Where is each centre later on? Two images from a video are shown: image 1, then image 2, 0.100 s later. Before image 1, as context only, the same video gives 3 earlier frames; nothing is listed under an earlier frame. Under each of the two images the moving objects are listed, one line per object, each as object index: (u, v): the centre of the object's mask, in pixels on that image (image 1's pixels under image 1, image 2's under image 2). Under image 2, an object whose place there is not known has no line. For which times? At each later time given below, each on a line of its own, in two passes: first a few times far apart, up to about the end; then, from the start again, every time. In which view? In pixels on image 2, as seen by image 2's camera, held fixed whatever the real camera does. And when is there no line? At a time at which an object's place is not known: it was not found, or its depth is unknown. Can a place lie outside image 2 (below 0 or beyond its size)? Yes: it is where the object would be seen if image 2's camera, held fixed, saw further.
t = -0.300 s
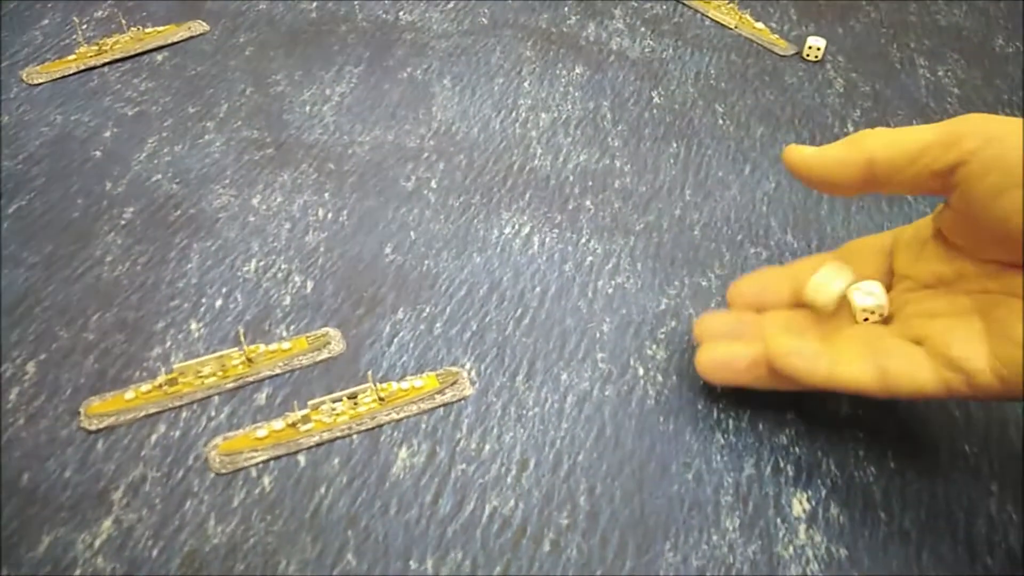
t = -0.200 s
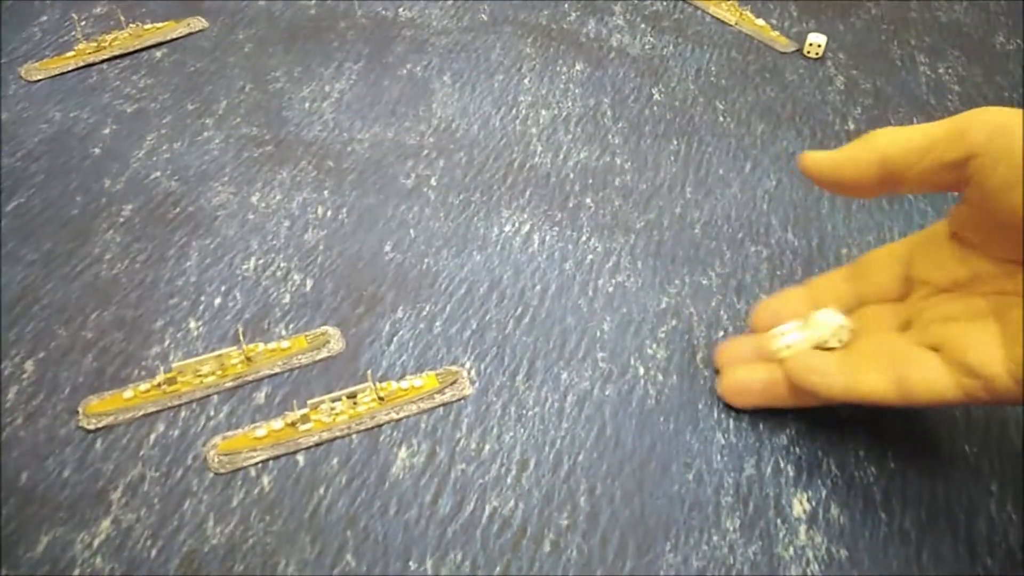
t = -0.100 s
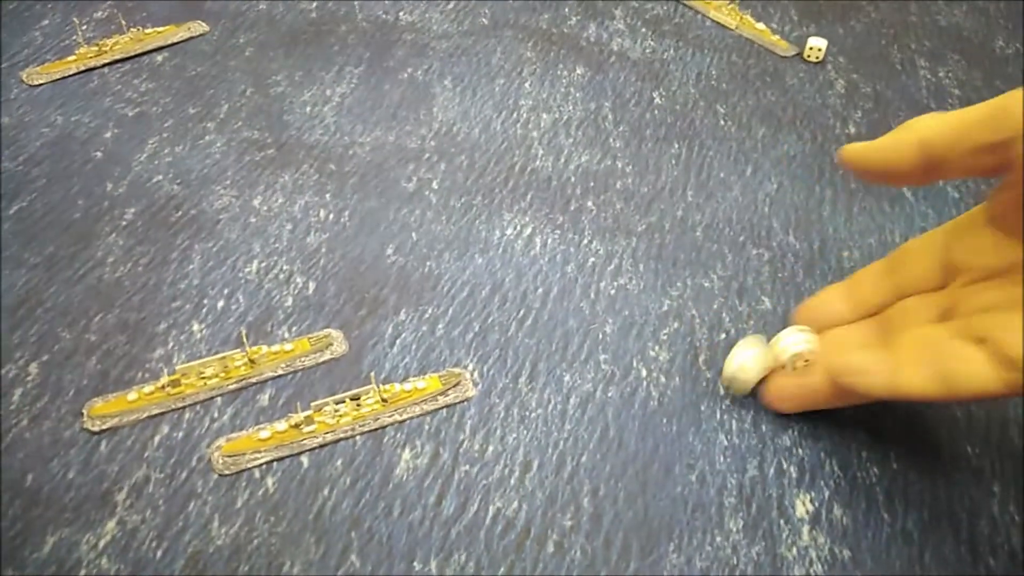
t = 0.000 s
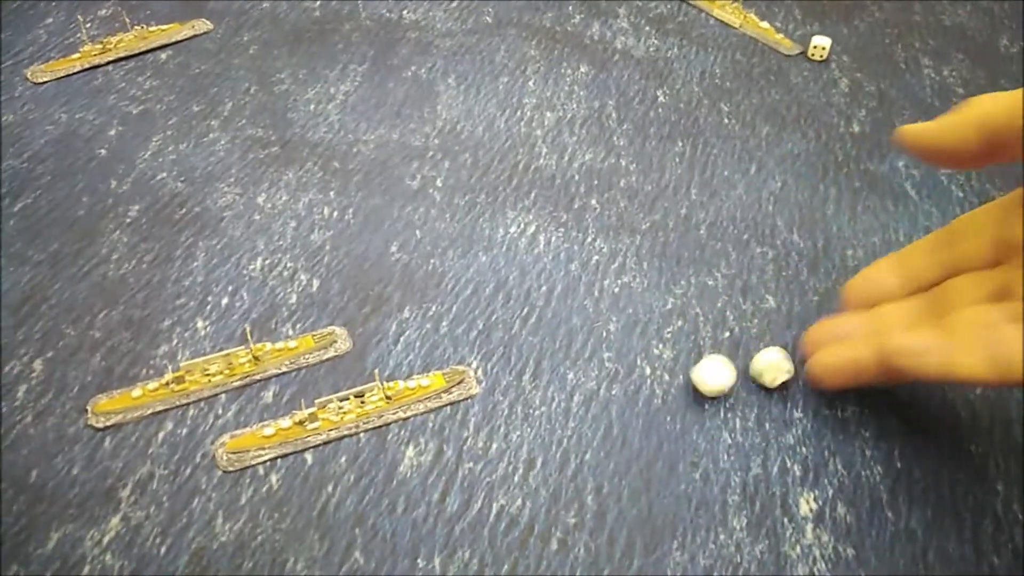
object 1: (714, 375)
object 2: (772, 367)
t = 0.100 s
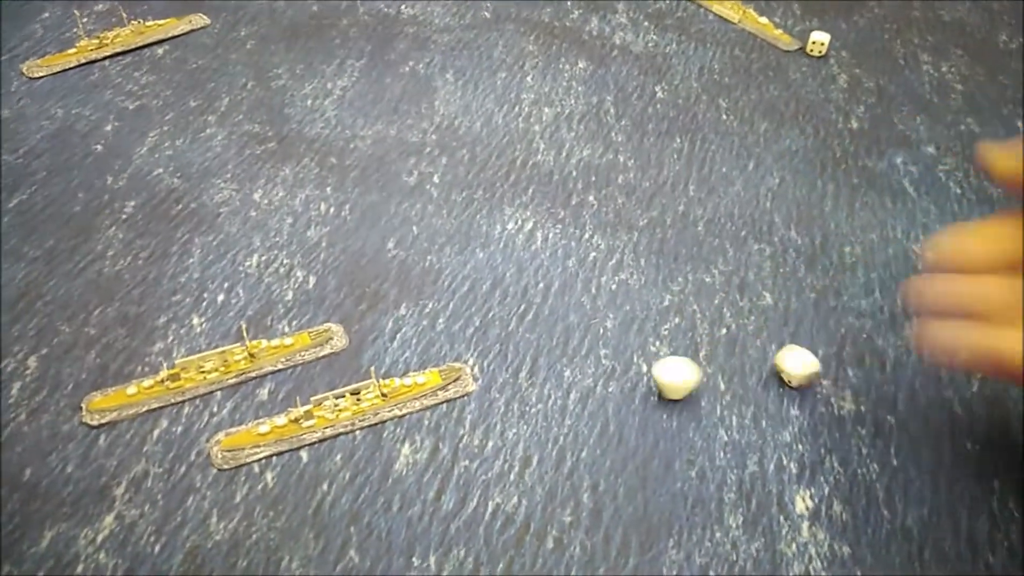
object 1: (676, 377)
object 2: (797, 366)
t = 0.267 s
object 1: (620, 373)
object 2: (816, 368)
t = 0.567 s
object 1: (551, 397)
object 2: (814, 368)
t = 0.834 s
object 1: (556, 403)
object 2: (815, 369)
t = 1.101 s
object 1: (557, 401)
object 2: (814, 368)
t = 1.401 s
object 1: (555, 402)
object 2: (812, 368)
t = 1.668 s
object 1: (556, 403)
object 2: (813, 368)
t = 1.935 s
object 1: (557, 403)
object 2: (815, 369)
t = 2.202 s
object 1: (558, 402)
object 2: (815, 368)
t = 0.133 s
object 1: (665, 376)
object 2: (808, 367)
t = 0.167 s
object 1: (653, 372)
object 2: (814, 365)
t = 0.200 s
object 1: (643, 374)
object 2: (816, 365)
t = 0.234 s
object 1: (631, 375)
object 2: (816, 367)
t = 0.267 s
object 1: (620, 373)
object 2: (816, 368)
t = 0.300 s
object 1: (610, 374)
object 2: (815, 368)
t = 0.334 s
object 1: (601, 373)
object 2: (816, 367)
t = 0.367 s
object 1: (591, 373)
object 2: (816, 368)
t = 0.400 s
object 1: (581, 376)
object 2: (816, 368)
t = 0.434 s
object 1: (573, 376)
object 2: (817, 368)
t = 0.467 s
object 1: (565, 379)
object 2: (818, 367)
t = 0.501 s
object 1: (559, 384)
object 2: (818, 367)
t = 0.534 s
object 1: (552, 390)
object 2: (815, 368)
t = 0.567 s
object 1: (551, 397)
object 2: (814, 368)
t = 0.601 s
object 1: (554, 401)
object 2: (814, 368)
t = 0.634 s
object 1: (556, 401)
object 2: (813, 366)
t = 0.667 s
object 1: (555, 401)
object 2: (813, 367)
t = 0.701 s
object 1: (553, 401)
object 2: (812, 367)
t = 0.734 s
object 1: (553, 404)
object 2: (813, 369)
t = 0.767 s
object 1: (556, 403)
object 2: (815, 369)
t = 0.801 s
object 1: (557, 402)
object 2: (816, 368)
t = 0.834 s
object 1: (556, 403)
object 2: (815, 369)
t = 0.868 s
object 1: (557, 405)
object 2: (815, 371)
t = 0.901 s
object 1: (557, 404)
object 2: (814, 370)
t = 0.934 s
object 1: (557, 404)
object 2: (814, 370)
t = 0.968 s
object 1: (558, 401)
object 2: (815, 367)
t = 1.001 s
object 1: (558, 400)
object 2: (815, 366)
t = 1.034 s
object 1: (558, 402)
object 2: (815, 368)
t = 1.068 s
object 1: (558, 402)
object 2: (815, 368)
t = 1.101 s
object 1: (557, 401)
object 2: (814, 368)
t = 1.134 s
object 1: (556, 403)
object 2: (813, 369)
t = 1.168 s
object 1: (555, 402)
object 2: (812, 368)
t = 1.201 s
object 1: (556, 402)
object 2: (812, 368)
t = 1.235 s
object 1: (555, 401)
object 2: (812, 367)
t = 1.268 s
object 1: (556, 402)
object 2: (812, 368)
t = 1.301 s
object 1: (556, 402)
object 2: (813, 368)
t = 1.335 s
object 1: (556, 401)
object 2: (813, 367)
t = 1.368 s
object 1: (555, 402)
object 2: (813, 368)
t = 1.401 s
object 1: (555, 402)
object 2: (812, 368)
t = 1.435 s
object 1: (555, 402)
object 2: (813, 368)
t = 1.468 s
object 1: (555, 402)
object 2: (812, 368)
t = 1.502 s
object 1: (556, 402)
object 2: (813, 368)
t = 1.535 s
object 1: (556, 402)
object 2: (814, 368)
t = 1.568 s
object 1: (555, 402)
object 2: (813, 368)
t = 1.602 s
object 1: (556, 403)
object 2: (813, 369)
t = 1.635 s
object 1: (556, 402)
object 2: (813, 368)
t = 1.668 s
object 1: (556, 403)
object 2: (813, 368)
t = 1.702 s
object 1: (556, 401)
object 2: (814, 367)
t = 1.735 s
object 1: (556, 401)
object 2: (814, 367)
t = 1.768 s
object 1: (555, 403)
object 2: (813, 369)
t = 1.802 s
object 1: (553, 404)
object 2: (812, 369)
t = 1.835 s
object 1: (554, 404)
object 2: (812, 370)
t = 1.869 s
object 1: (554, 403)
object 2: (812, 369)
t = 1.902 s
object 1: (555, 403)
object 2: (813, 369)
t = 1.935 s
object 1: (557, 403)
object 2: (815, 369)
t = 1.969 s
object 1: (557, 404)
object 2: (815, 370)
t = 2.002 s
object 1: (557, 403)
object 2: (814, 369)
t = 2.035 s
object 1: (557, 403)
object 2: (814, 369)
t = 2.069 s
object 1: (557, 404)
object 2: (814, 370)
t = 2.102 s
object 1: (557, 403)
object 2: (814, 369)
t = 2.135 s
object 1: (559, 401)
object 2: (815, 367)
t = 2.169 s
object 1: (559, 401)
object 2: (816, 367)
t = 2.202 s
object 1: (558, 402)
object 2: (815, 368)
